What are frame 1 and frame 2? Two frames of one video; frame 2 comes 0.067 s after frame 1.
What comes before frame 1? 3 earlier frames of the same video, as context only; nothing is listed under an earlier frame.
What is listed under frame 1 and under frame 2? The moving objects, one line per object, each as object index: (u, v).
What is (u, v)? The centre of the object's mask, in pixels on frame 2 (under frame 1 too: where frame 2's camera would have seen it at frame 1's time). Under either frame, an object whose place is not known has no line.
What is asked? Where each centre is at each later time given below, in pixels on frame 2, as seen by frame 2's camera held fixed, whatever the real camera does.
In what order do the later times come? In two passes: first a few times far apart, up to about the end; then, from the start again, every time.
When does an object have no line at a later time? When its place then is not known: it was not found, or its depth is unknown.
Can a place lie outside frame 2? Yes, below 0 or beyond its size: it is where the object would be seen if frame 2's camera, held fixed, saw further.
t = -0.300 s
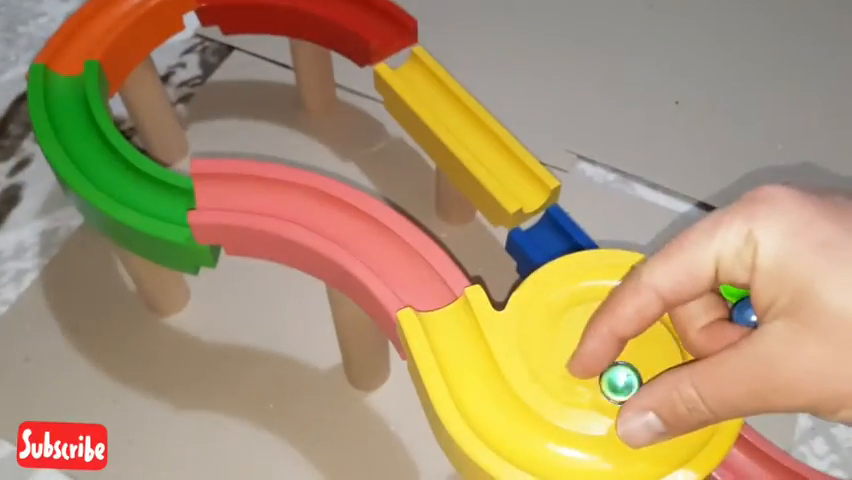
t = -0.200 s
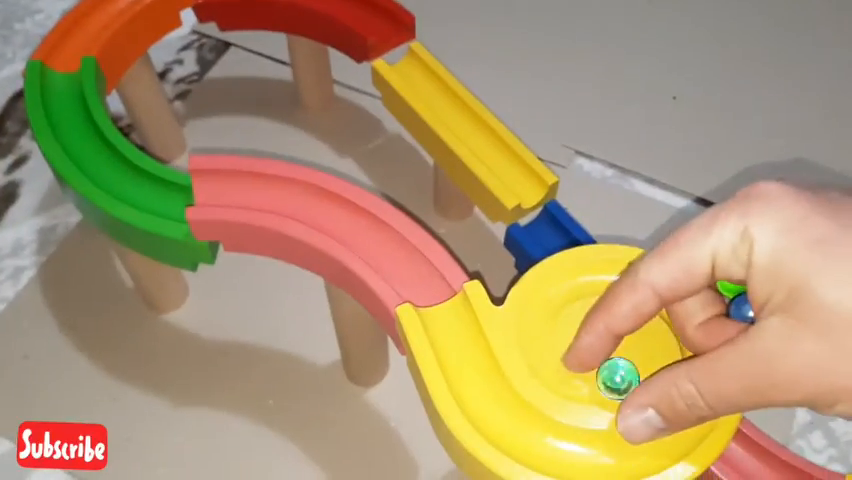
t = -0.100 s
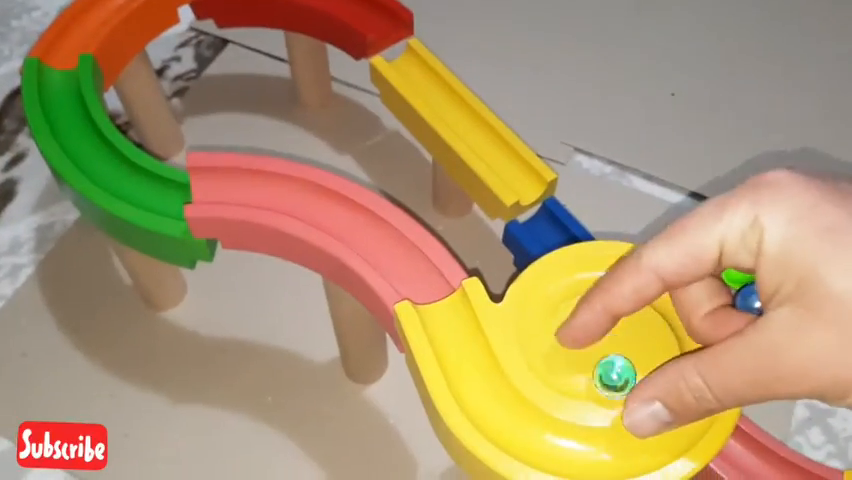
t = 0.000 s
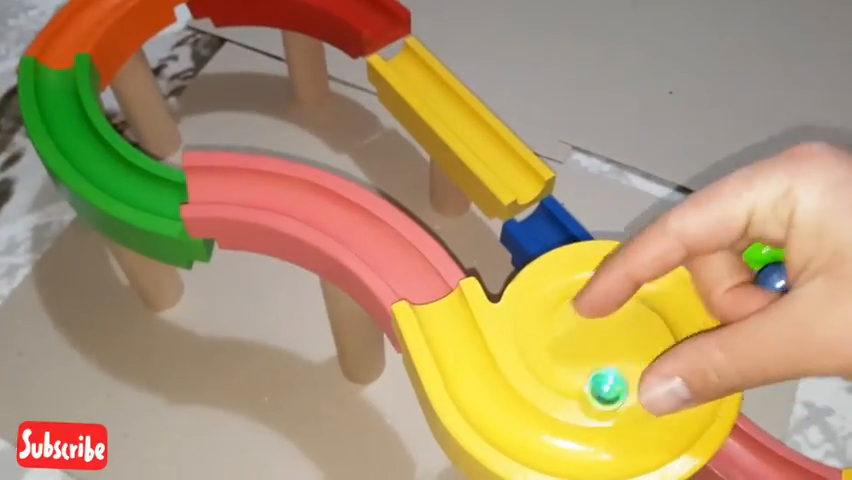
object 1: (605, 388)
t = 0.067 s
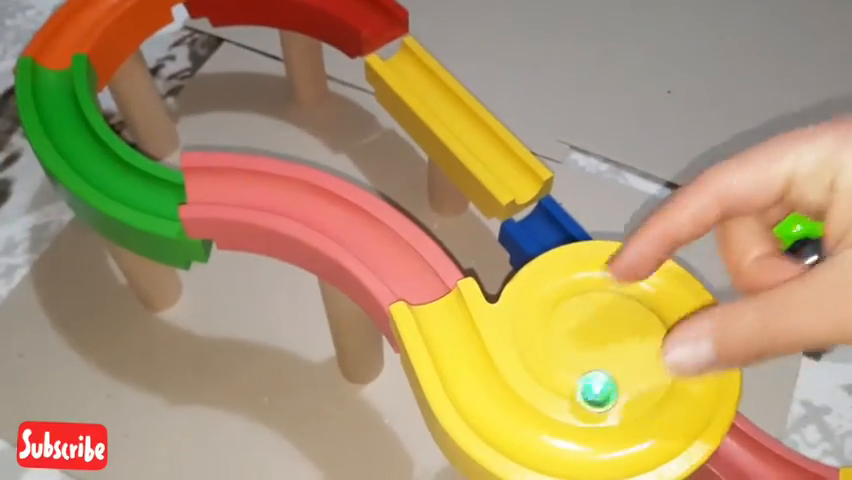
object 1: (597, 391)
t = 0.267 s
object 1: (555, 373)
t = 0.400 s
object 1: (529, 335)
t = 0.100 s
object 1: (593, 390)
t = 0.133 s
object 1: (587, 384)
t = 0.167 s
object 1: (583, 379)
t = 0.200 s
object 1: (575, 378)
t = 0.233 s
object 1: (563, 379)
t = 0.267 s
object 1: (555, 373)
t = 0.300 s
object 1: (550, 364)
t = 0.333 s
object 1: (543, 354)
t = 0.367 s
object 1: (536, 345)
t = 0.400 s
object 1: (529, 335)
